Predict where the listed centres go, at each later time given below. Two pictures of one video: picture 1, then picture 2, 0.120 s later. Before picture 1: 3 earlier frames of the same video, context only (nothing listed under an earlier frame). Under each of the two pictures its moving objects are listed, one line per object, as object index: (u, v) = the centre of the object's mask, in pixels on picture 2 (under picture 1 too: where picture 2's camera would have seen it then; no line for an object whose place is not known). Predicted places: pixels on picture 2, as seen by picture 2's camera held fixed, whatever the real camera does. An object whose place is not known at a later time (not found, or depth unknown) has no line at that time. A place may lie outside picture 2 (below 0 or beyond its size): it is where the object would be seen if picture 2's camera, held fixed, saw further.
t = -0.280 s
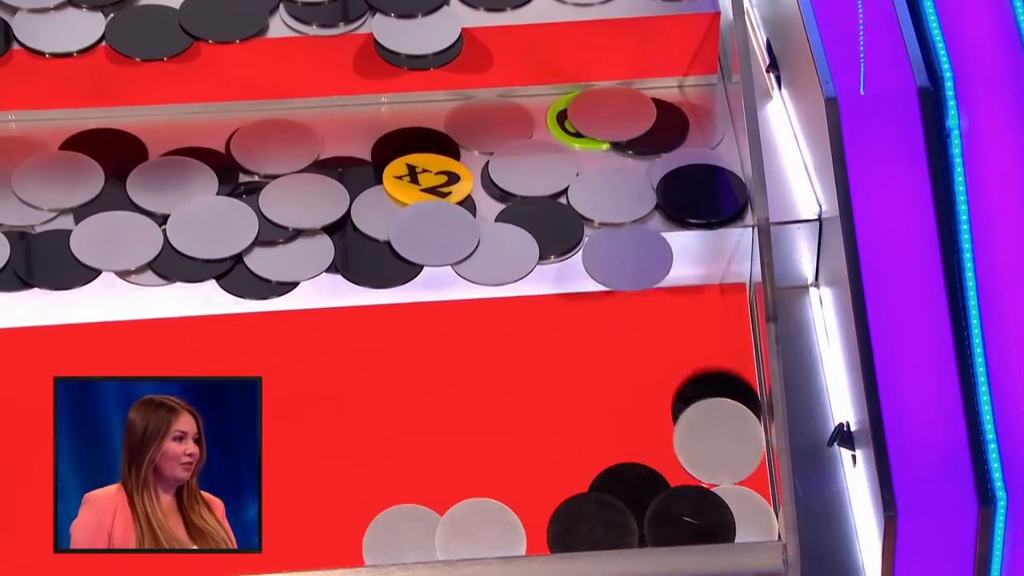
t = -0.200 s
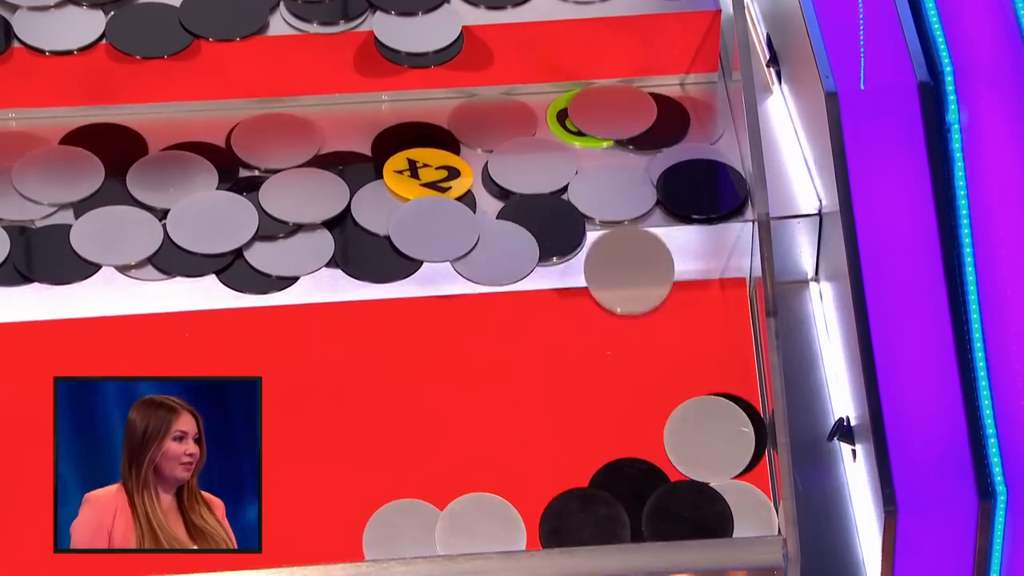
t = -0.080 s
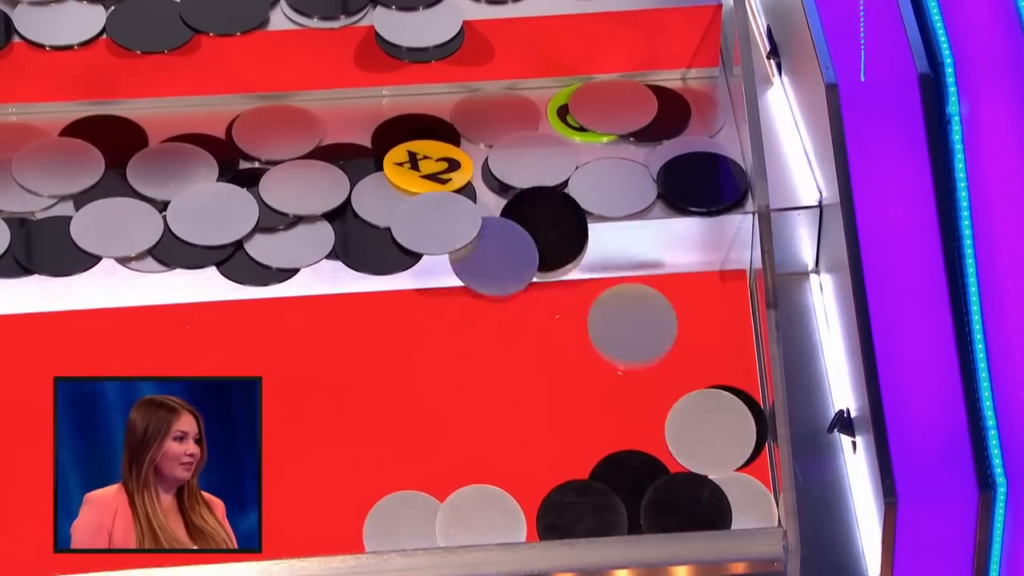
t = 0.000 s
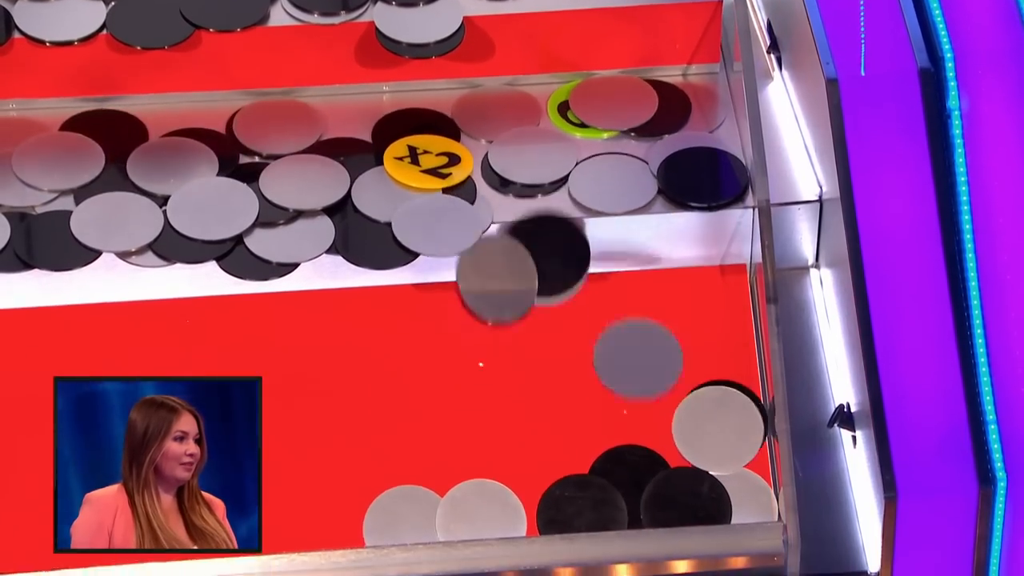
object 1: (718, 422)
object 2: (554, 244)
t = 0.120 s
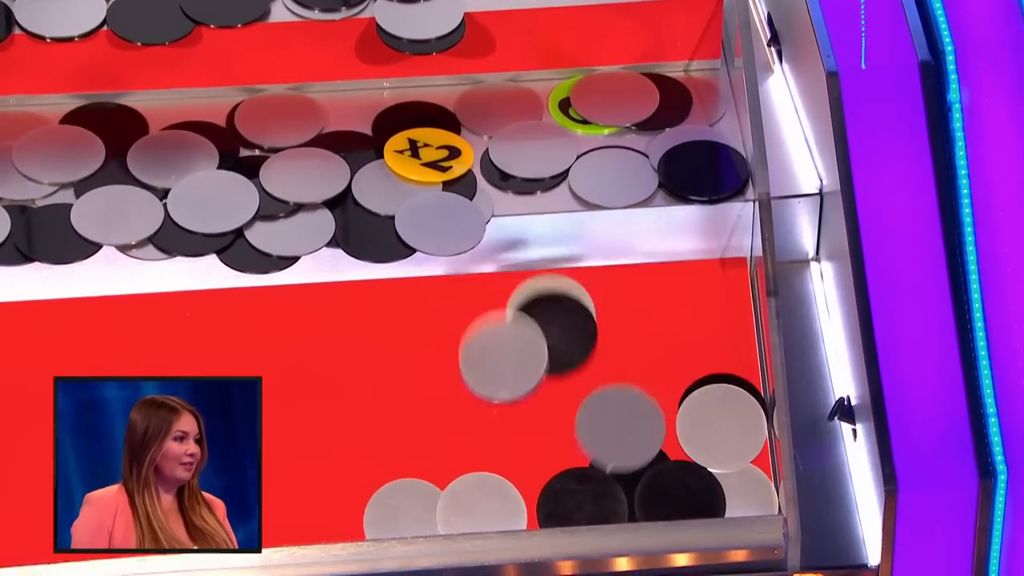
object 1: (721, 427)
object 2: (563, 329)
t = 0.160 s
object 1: (722, 429)
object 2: (567, 357)
